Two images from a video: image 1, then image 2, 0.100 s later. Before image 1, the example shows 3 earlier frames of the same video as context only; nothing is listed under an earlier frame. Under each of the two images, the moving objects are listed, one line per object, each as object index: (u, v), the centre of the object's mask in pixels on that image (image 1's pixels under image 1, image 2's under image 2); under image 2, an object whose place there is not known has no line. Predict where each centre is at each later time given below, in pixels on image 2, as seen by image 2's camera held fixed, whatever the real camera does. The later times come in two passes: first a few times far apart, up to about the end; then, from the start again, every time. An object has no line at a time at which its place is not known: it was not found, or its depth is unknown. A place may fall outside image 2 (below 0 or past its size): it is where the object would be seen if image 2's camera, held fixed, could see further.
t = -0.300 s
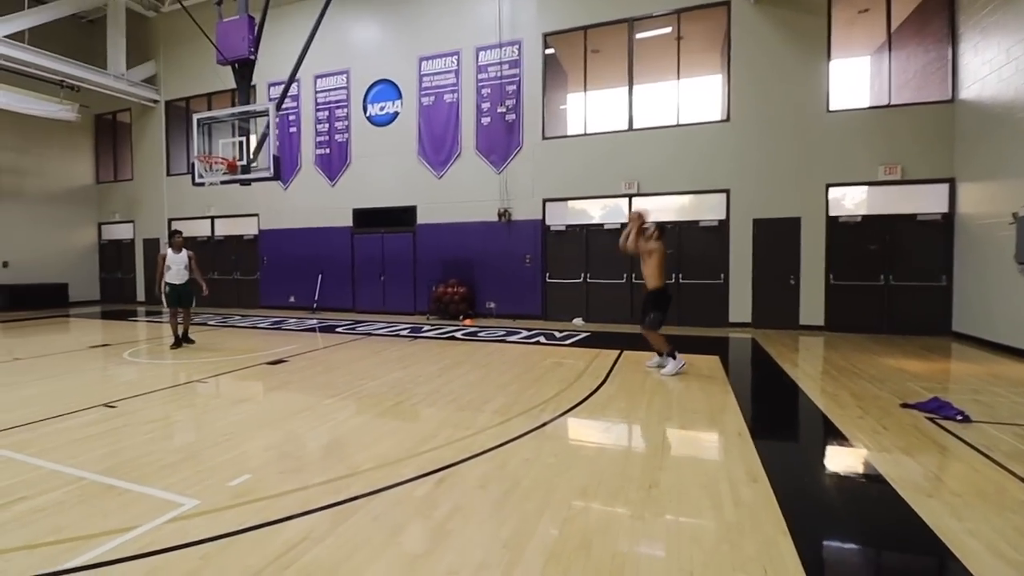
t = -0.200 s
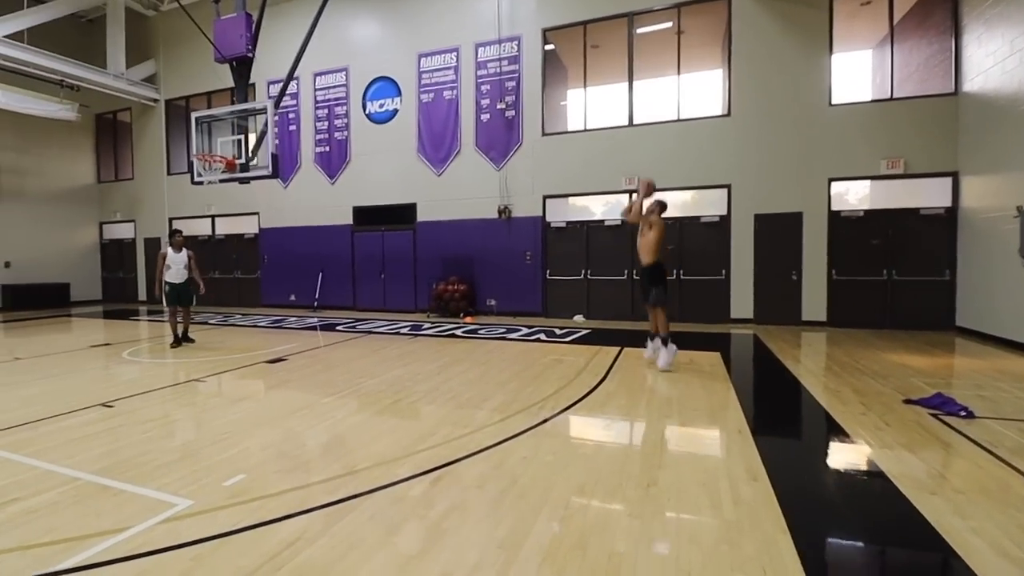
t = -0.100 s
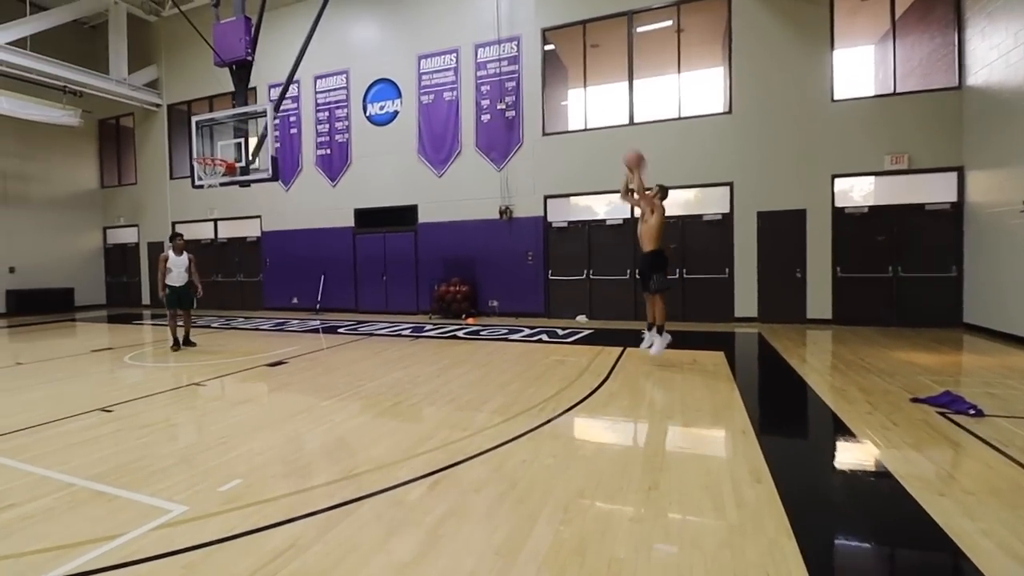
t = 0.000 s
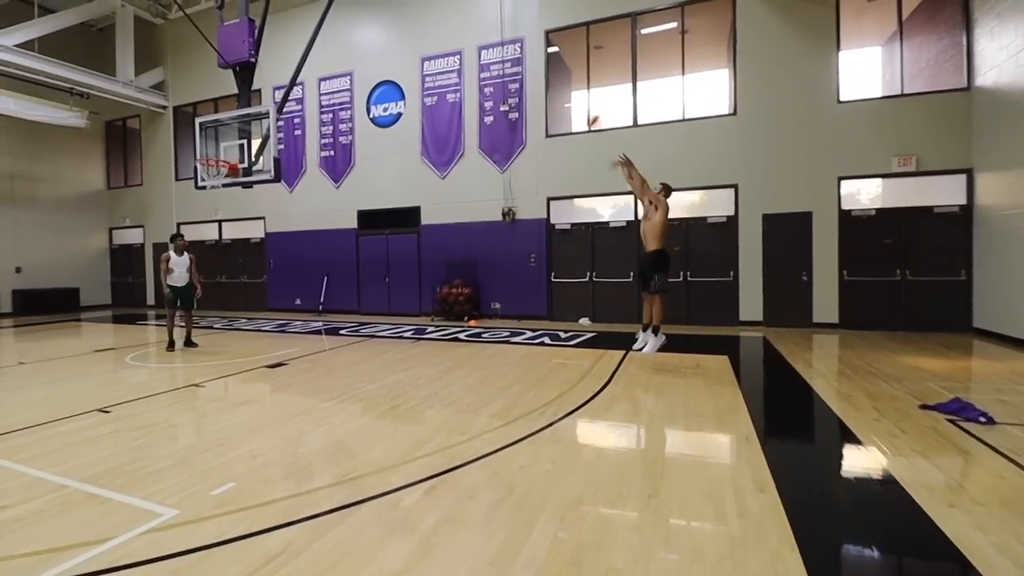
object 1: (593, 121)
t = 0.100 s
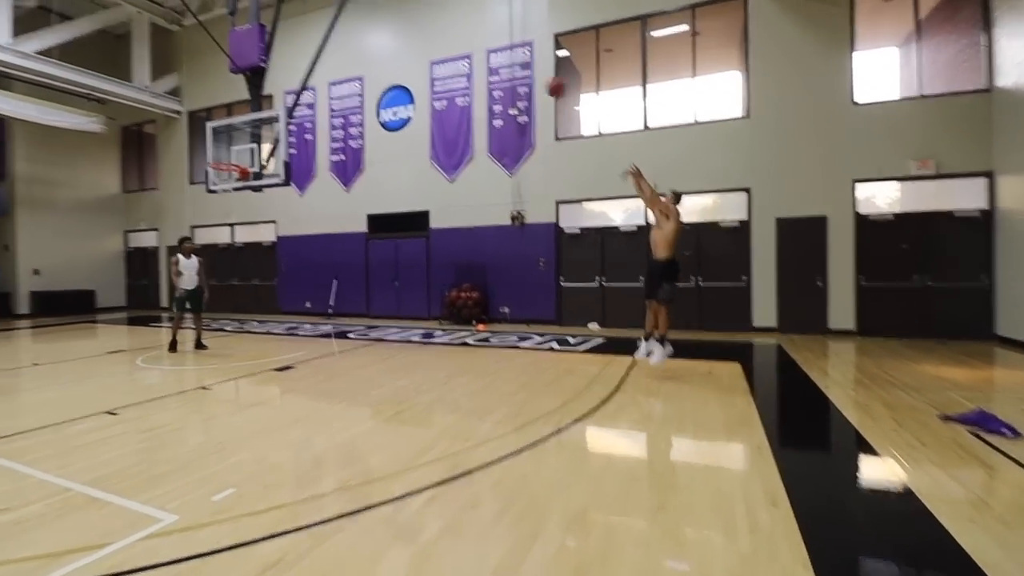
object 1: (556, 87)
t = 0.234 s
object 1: (493, 55)
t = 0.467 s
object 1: (401, 35)
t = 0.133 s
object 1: (539, 78)
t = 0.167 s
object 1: (525, 70)
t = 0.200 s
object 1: (509, 63)
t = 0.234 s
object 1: (493, 55)
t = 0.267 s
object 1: (479, 50)
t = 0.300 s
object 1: (466, 45)
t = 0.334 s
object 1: (453, 41)
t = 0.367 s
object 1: (439, 39)
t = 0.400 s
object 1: (426, 36)
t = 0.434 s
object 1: (414, 35)
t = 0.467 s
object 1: (401, 35)
